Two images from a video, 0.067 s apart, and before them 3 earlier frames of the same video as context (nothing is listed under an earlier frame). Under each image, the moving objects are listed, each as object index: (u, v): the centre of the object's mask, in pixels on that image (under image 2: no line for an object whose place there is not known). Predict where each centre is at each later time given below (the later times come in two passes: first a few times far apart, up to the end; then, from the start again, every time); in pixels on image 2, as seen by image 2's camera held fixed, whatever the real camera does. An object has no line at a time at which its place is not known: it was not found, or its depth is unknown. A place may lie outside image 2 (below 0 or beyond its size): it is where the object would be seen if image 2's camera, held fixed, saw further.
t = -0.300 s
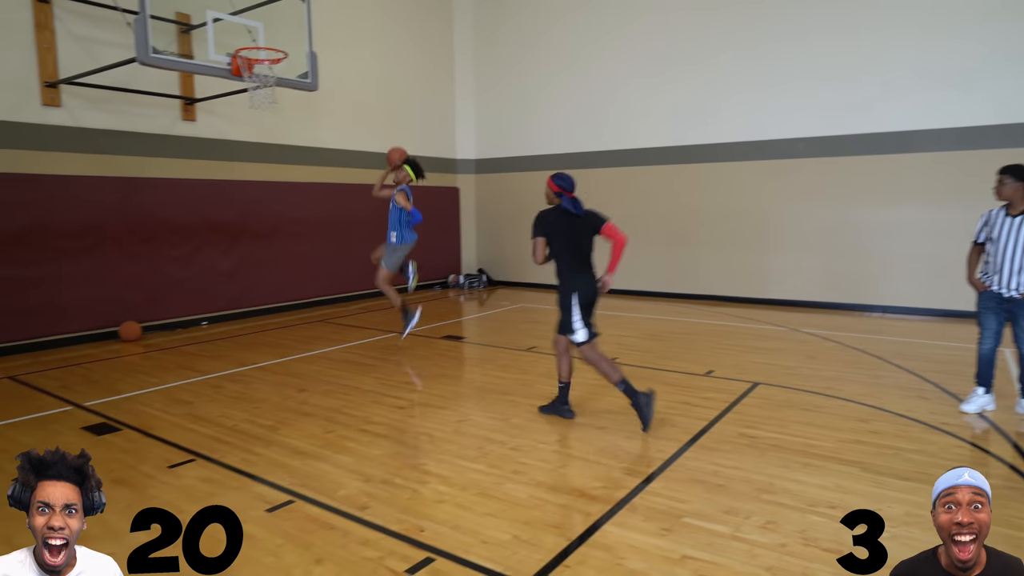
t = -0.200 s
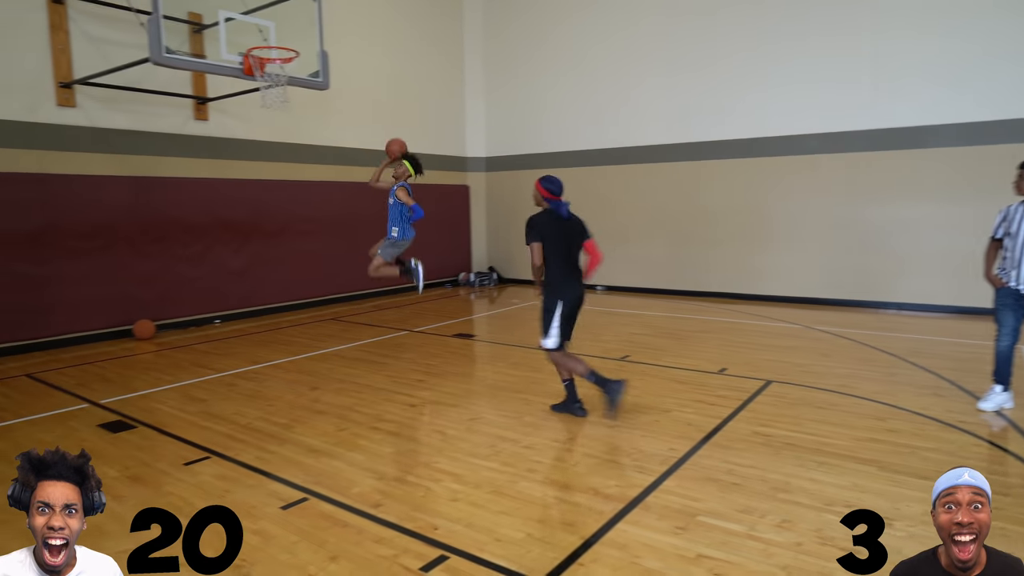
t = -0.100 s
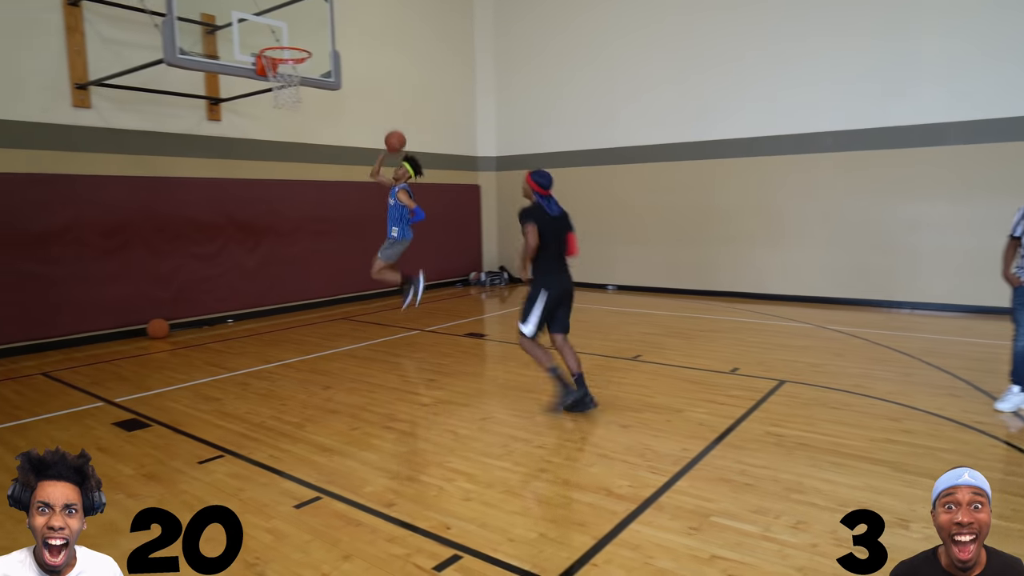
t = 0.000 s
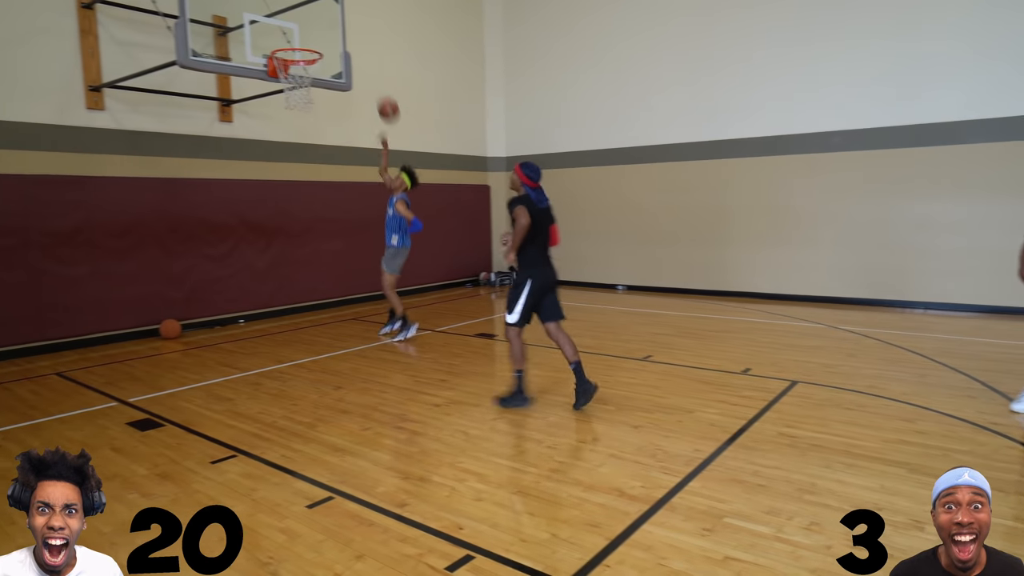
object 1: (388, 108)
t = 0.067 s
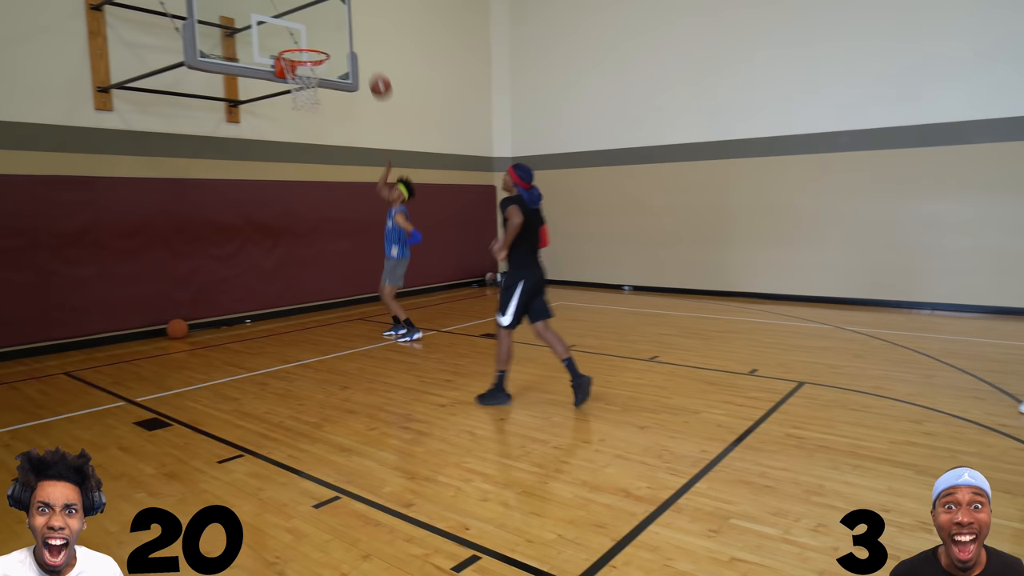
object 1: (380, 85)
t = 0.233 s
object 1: (344, 42)
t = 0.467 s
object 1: (305, 23)
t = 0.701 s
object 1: (296, 57)
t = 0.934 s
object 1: (330, 83)
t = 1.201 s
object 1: (340, 128)
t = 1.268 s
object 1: (343, 150)
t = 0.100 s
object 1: (373, 75)
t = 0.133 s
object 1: (366, 65)
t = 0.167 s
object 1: (359, 56)
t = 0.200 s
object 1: (352, 49)
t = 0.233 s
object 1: (344, 42)
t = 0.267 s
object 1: (336, 36)
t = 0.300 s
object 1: (330, 32)
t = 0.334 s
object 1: (323, 27)
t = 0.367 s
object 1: (315, 25)
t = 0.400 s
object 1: (310, 23)
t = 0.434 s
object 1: (308, 23)
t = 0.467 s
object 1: (305, 23)
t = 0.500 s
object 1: (303, 25)
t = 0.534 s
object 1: (301, 28)
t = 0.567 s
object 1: (300, 31)
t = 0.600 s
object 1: (297, 36)
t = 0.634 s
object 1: (295, 41)
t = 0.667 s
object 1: (294, 51)
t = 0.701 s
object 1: (296, 57)
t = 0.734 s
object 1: (303, 62)
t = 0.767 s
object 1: (309, 67)
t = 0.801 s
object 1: (317, 75)
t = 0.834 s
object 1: (321, 79)
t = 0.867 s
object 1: (325, 80)
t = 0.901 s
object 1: (327, 81)
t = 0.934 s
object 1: (330, 83)
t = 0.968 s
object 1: (331, 84)
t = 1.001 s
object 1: (333, 89)
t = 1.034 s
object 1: (334, 92)
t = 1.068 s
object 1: (335, 97)
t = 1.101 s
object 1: (336, 103)
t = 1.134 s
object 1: (338, 111)
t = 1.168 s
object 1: (339, 119)
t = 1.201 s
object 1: (340, 128)
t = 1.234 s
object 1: (342, 139)
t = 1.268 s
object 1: (343, 150)
